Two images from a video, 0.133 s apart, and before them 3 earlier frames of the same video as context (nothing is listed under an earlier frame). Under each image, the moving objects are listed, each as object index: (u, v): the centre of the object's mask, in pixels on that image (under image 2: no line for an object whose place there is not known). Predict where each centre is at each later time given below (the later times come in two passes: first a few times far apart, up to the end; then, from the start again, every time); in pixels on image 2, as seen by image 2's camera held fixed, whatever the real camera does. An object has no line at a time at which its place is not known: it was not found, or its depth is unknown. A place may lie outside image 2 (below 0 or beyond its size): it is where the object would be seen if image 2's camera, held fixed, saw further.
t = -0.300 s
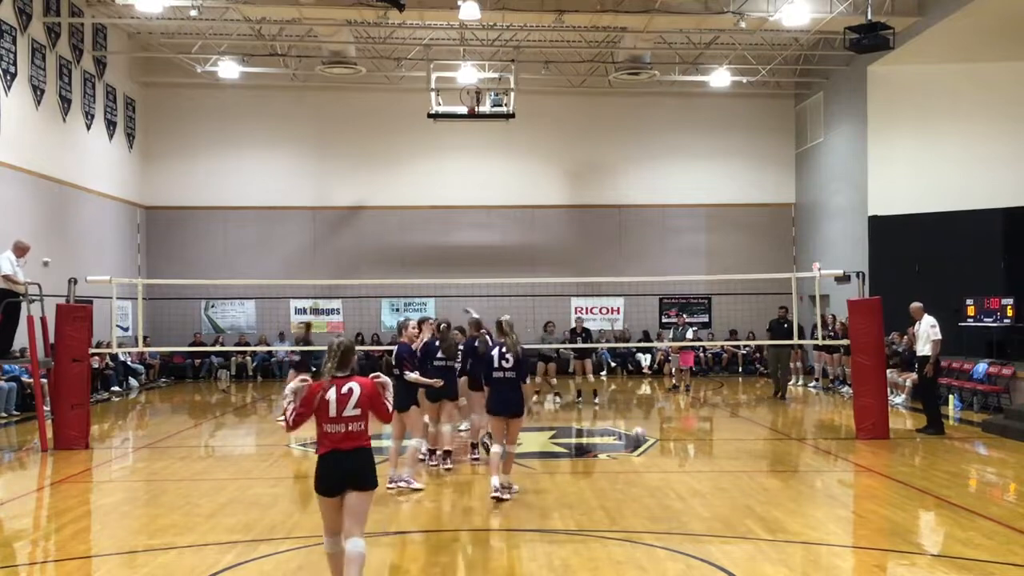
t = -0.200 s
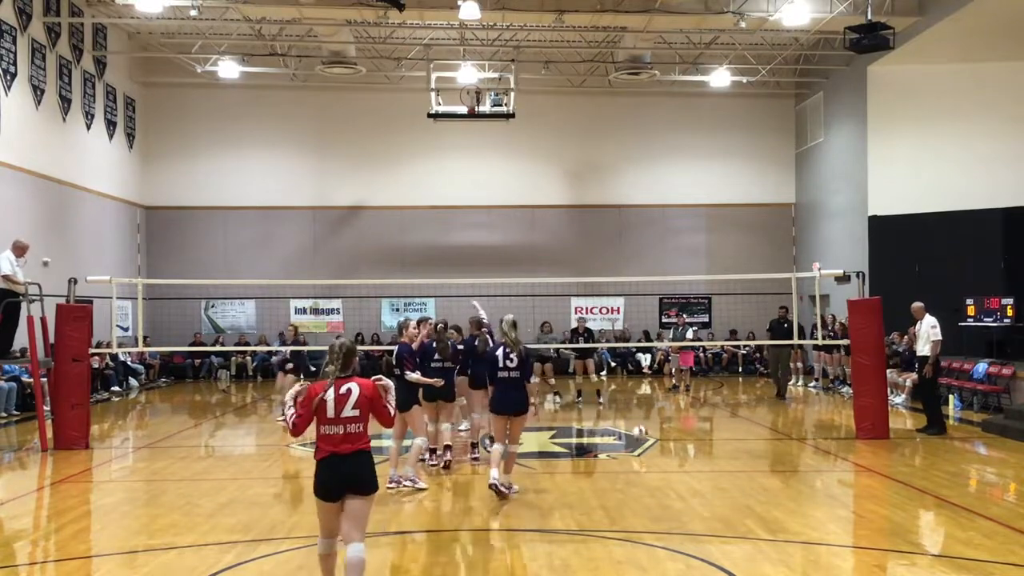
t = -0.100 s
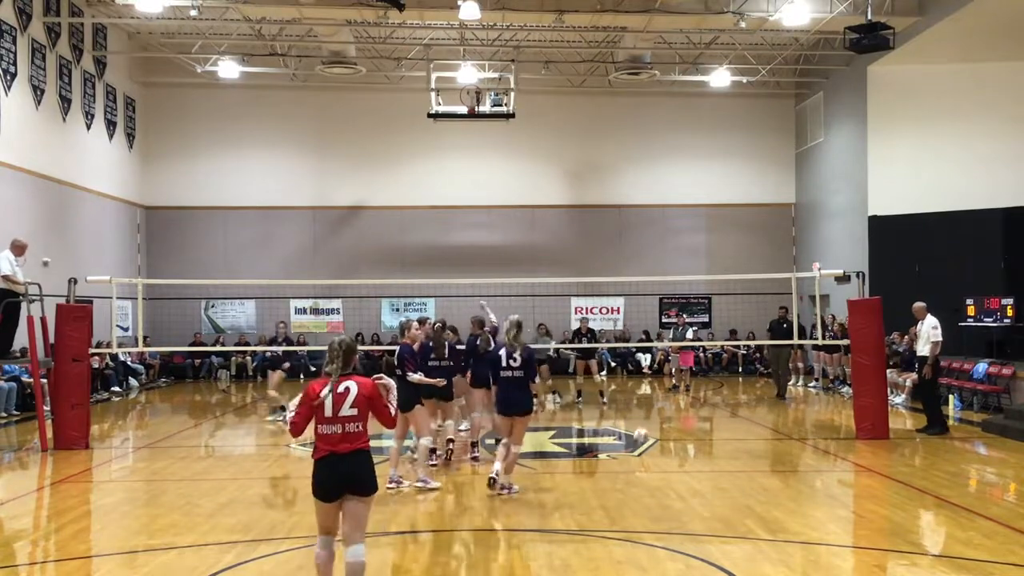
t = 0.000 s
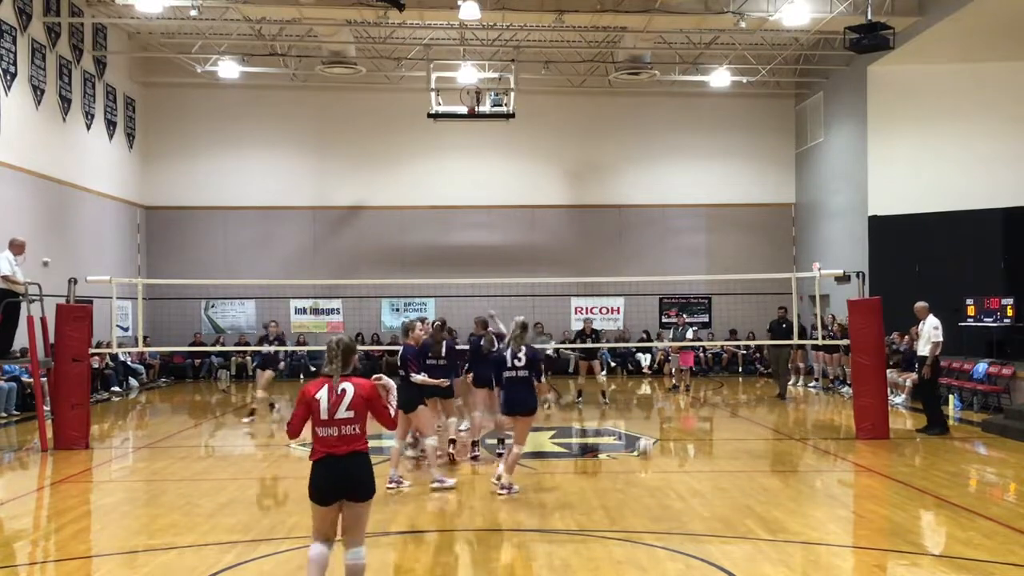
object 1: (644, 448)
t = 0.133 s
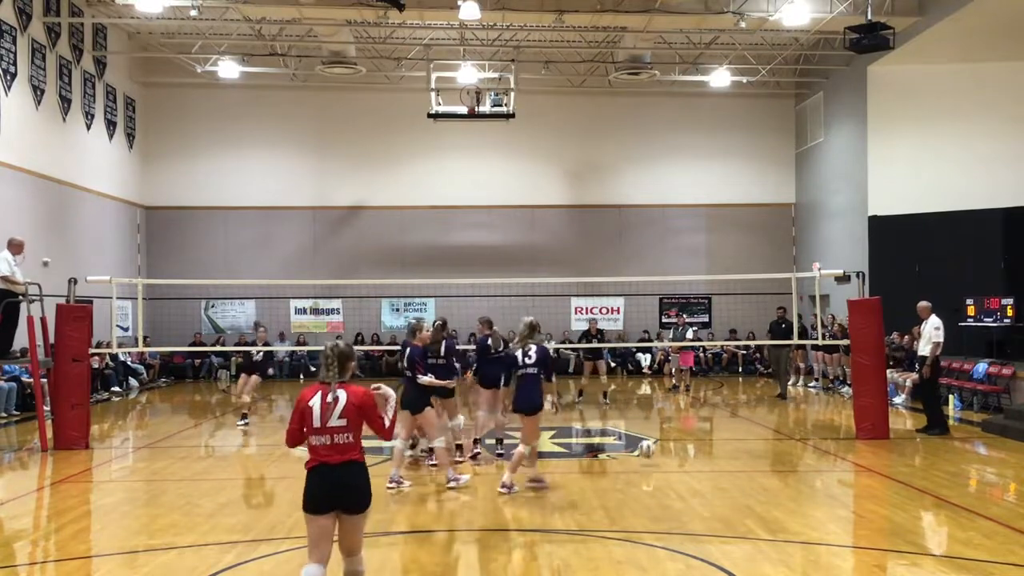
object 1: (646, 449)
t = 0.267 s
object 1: (648, 462)
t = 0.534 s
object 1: (657, 480)
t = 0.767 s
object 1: (666, 498)
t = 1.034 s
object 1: (675, 520)
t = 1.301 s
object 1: (690, 556)
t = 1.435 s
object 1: (699, 567)
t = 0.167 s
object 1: (647, 451)
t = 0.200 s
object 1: (648, 453)
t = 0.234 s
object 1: (649, 457)
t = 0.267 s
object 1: (648, 462)
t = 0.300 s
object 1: (649, 465)
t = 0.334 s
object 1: (651, 464)
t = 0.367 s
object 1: (652, 464)
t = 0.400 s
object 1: (652, 465)
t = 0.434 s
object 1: (653, 466)
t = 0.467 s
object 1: (655, 470)
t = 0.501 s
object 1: (656, 473)
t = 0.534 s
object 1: (657, 480)
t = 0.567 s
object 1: (658, 483)
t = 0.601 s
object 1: (659, 482)
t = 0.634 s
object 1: (660, 482)
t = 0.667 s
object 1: (660, 484)
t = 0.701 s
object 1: (662, 486)
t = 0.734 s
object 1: (663, 491)
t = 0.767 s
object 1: (666, 498)
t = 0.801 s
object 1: (666, 501)
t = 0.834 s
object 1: (666, 501)
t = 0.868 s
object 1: (668, 503)
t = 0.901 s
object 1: (670, 506)
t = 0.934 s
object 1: (672, 511)
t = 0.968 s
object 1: (672, 517)
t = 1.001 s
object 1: (673, 519)
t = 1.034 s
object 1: (675, 520)
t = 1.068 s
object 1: (677, 524)
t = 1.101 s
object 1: (678, 528)
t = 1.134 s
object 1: (679, 535)
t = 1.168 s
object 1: (682, 537)
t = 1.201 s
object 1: (684, 539)
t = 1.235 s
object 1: (686, 543)
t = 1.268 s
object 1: (688, 550)
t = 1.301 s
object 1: (690, 556)
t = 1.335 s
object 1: (691, 557)
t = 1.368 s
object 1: (694, 560)
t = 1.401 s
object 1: (696, 563)
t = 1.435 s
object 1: (699, 567)
